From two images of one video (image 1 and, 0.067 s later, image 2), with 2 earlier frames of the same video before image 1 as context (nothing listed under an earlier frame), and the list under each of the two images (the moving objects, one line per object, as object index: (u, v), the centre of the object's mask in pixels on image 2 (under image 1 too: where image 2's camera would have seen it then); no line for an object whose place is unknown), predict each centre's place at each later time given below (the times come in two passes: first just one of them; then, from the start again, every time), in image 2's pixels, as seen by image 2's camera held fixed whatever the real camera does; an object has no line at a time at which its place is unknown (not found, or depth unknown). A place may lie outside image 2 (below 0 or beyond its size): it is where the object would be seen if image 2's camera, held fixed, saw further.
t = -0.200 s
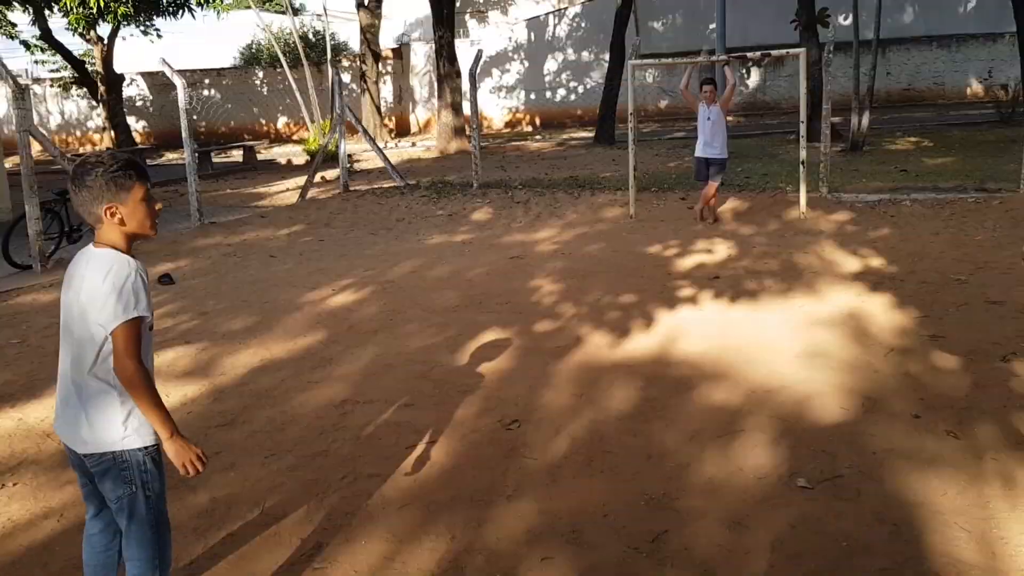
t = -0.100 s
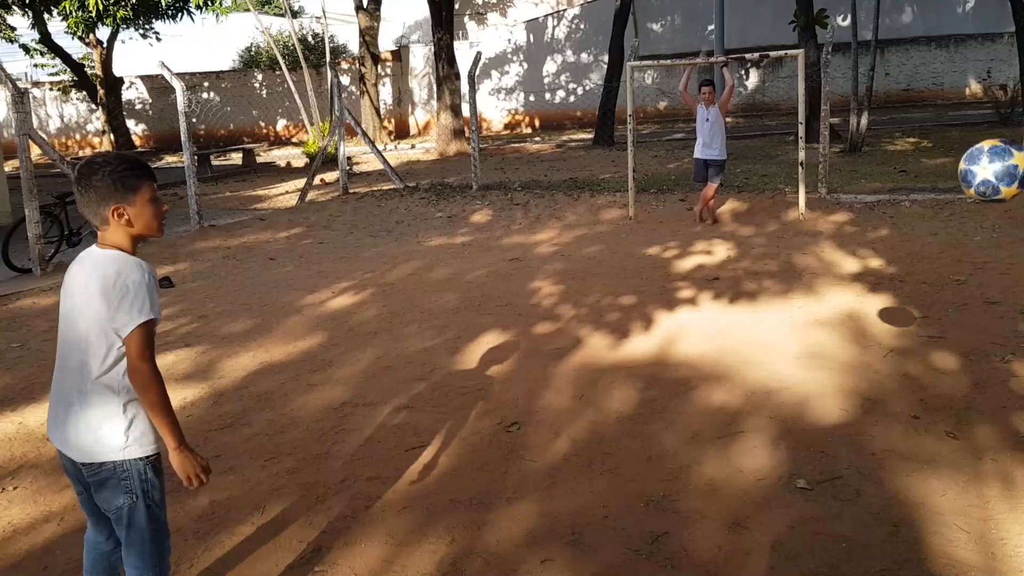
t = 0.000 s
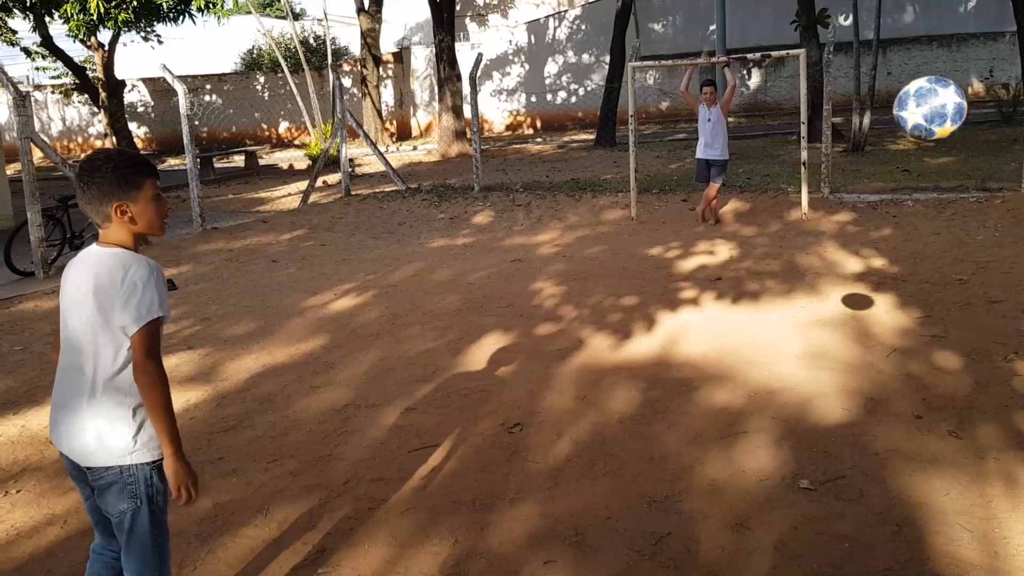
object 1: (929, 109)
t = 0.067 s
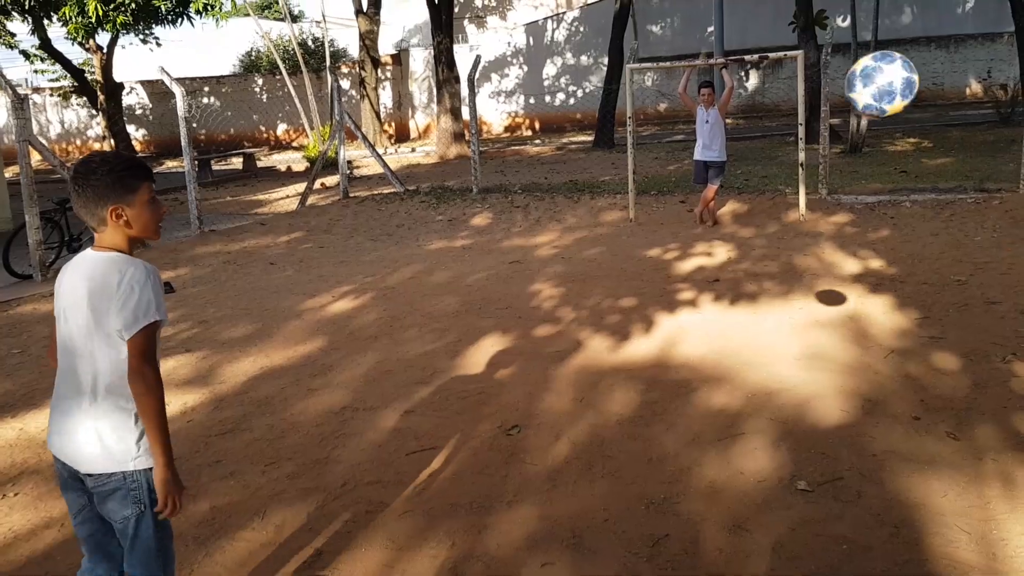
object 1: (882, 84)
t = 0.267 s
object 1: (735, 92)
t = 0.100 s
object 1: (857, 76)
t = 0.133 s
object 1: (833, 73)
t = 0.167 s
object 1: (809, 72)
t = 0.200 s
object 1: (785, 76)
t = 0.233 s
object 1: (760, 82)
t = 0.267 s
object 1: (735, 92)
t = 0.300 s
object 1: (711, 106)
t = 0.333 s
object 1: (687, 124)
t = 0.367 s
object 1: (663, 145)
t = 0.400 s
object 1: (639, 169)
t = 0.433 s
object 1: (616, 196)
